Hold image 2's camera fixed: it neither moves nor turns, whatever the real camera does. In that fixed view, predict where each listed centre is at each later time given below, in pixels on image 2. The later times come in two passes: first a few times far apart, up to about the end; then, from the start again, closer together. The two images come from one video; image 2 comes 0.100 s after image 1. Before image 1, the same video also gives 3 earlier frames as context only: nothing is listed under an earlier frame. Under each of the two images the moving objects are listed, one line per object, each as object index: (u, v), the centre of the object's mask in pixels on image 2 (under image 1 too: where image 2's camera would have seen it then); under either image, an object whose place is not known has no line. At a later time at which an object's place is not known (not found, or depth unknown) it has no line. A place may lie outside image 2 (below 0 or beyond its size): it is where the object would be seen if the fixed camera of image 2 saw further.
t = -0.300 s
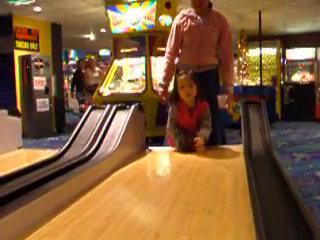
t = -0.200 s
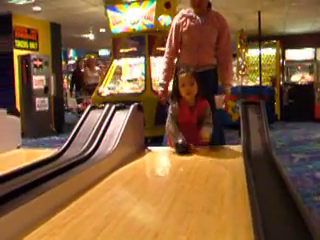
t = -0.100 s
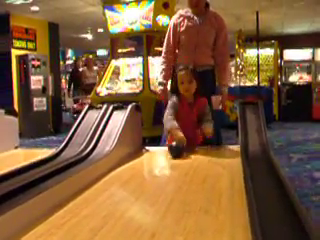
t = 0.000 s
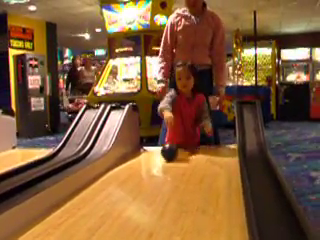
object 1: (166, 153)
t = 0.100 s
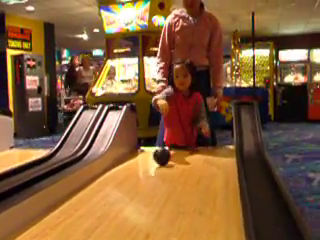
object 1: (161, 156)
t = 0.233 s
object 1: (153, 161)
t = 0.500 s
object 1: (133, 174)
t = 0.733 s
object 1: (107, 189)
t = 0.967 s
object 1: (69, 211)
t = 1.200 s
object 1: (12, 227)
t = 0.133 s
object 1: (159, 157)
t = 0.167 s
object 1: (158, 159)
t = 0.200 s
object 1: (156, 160)
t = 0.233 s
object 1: (153, 161)
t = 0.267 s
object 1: (151, 162)
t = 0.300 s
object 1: (149, 164)
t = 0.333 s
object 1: (147, 165)
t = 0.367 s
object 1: (144, 167)
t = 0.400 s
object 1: (141, 169)
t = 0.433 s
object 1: (139, 170)
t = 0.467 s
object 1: (136, 172)
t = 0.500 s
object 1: (133, 174)
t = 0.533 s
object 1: (130, 175)
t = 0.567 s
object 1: (126, 177)
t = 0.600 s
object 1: (123, 180)
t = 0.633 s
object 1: (120, 182)
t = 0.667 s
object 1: (115, 184)
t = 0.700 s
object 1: (111, 186)
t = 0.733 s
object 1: (107, 189)
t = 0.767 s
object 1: (102, 192)
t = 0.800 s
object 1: (98, 194)
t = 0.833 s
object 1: (93, 197)
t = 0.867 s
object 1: (87, 200)
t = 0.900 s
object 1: (82, 203)
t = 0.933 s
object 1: (76, 207)
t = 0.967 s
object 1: (69, 211)
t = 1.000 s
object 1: (62, 214)
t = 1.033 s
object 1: (55, 216)
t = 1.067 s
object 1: (48, 219)
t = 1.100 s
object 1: (39, 222)
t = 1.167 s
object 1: (22, 225)
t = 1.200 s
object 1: (12, 227)
